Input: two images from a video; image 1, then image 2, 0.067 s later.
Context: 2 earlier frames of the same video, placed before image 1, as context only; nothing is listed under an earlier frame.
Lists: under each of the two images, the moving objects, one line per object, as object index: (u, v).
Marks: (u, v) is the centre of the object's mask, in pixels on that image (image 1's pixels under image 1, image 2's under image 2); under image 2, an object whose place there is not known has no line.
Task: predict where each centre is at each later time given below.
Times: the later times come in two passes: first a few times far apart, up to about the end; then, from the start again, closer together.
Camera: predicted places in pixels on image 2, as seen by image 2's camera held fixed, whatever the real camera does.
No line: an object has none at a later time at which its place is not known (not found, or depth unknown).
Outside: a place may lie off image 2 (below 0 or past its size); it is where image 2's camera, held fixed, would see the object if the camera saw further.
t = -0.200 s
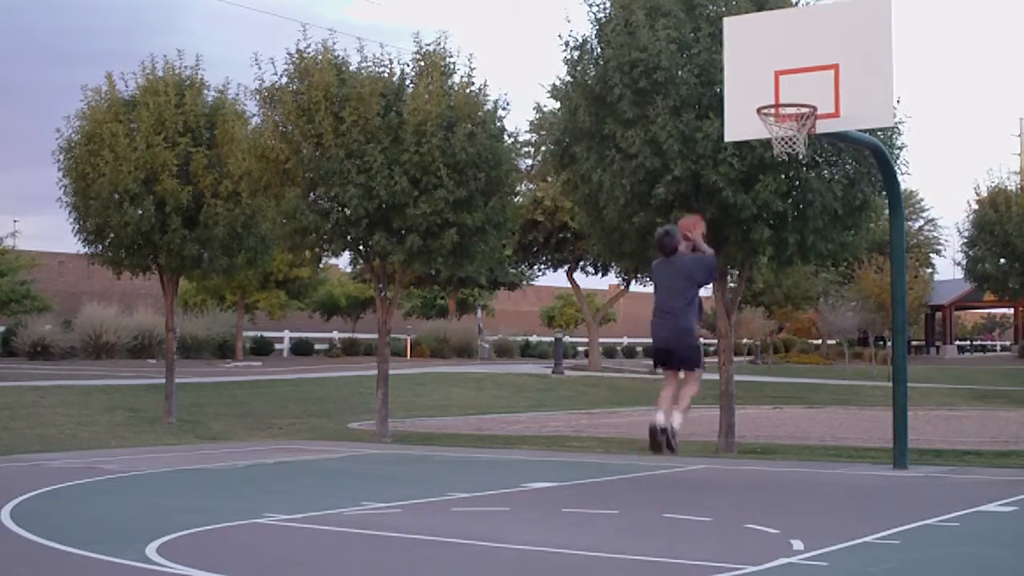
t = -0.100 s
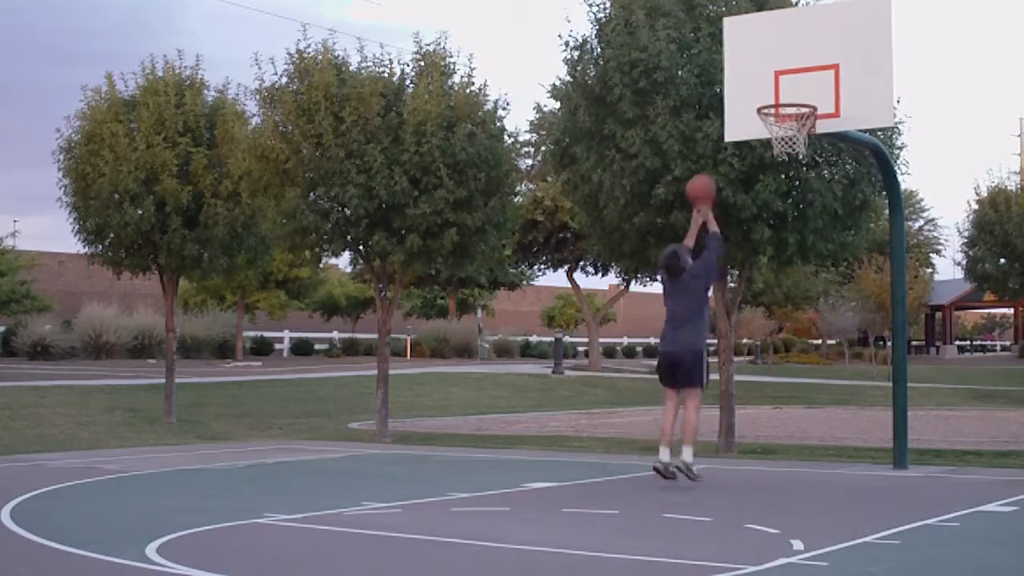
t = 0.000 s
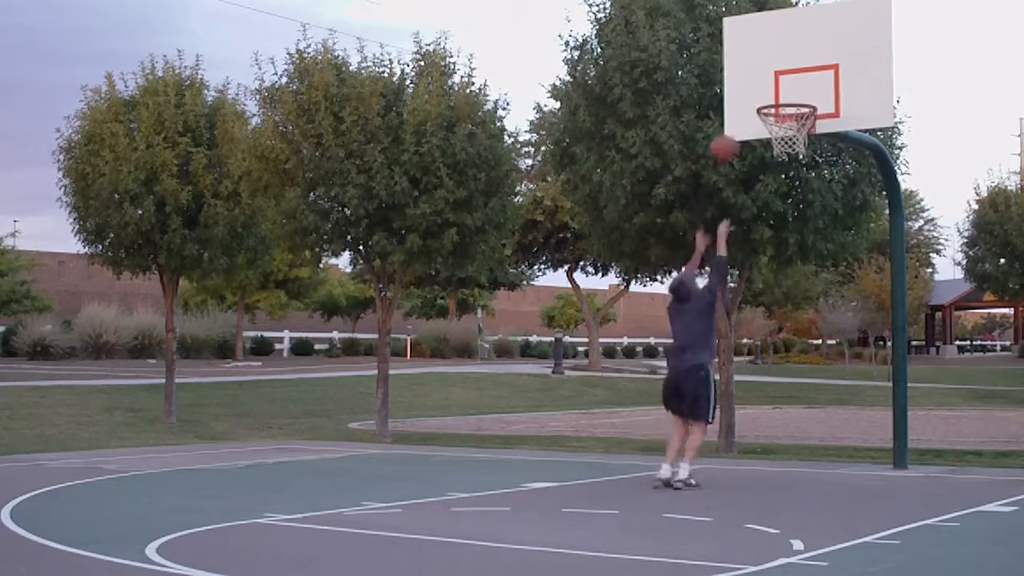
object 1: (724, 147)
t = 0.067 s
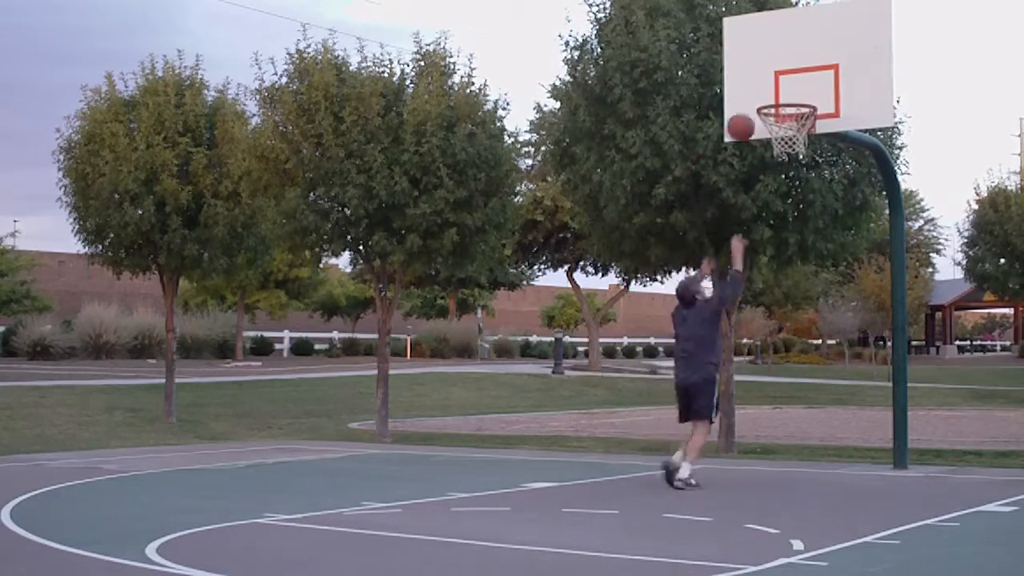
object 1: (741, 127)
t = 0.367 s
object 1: (766, 92)
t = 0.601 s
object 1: (750, 97)
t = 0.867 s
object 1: (718, 139)
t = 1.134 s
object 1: (691, 264)
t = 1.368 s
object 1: (665, 449)
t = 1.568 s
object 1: (646, 363)
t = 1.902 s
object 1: (616, 255)
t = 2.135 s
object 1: (598, 254)
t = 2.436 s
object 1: (575, 347)
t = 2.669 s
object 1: (559, 456)
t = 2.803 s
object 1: (549, 396)
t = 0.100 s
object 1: (747, 119)
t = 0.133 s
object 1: (754, 110)
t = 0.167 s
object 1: (761, 102)
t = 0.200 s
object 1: (770, 99)
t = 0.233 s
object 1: (771, 99)
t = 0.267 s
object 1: (771, 99)
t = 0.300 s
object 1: (769, 96)
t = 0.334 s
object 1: (768, 93)
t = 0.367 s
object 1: (766, 92)
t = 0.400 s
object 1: (764, 91)
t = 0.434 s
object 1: (763, 92)
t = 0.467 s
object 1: (761, 93)
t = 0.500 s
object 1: (759, 96)
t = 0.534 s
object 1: (757, 99)
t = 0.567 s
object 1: (753, 98)
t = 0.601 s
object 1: (750, 97)
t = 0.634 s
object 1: (746, 98)
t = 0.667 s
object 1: (742, 100)
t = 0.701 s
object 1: (738, 103)
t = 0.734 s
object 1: (734, 107)
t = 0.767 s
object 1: (730, 113)
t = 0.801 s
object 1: (727, 120)
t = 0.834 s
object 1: (723, 128)
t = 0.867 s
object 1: (718, 139)
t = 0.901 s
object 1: (716, 149)
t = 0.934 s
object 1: (711, 162)
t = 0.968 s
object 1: (708, 176)
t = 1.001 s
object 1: (705, 190)
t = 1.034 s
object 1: (701, 208)
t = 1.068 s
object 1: (698, 225)
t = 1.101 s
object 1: (694, 243)
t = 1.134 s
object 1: (691, 264)
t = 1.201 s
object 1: (683, 318)
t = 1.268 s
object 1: (677, 364)
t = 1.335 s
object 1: (668, 421)
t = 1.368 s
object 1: (665, 449)
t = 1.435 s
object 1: (659, 446)
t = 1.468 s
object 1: (654, 423)
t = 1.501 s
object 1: (652, 402)
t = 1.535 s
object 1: (649, 384)
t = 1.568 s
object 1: (646, 363)
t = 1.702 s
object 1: (633, 307)
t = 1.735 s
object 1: (631, 295)
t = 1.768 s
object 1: (628, 284)
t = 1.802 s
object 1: (626, 274)
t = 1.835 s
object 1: (623, 267)
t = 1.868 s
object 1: (620, 260)
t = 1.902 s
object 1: (616, 255)
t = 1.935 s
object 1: (614, 251)
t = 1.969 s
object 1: (611, 249)
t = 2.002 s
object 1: (608, 248)
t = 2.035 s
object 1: (606, 248)
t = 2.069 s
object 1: (603, 249)
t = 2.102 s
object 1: (601, 251)
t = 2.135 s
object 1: (598, 254)
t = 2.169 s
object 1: (596, 259)
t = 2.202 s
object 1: (593, 265)
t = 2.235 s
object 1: (590, 273)
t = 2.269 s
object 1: (587, 281)
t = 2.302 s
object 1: (586, 293)
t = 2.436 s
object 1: (575, 347)
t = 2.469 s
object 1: (573, 362)
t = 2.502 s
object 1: (570, 379)
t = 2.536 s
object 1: (567, 398)
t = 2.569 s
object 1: (564, 418)
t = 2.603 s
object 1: (562, 440)
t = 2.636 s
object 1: (560, 463)
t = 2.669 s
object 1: (559, 456)
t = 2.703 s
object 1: (556, 440)
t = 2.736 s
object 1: (553, 421)
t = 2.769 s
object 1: (551, 409)
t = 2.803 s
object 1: (549, 396)
